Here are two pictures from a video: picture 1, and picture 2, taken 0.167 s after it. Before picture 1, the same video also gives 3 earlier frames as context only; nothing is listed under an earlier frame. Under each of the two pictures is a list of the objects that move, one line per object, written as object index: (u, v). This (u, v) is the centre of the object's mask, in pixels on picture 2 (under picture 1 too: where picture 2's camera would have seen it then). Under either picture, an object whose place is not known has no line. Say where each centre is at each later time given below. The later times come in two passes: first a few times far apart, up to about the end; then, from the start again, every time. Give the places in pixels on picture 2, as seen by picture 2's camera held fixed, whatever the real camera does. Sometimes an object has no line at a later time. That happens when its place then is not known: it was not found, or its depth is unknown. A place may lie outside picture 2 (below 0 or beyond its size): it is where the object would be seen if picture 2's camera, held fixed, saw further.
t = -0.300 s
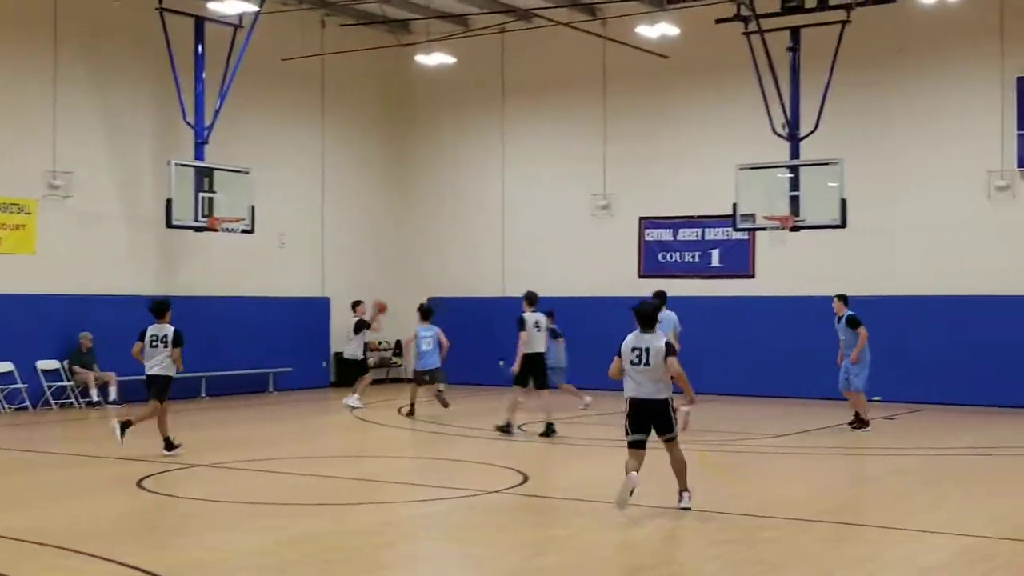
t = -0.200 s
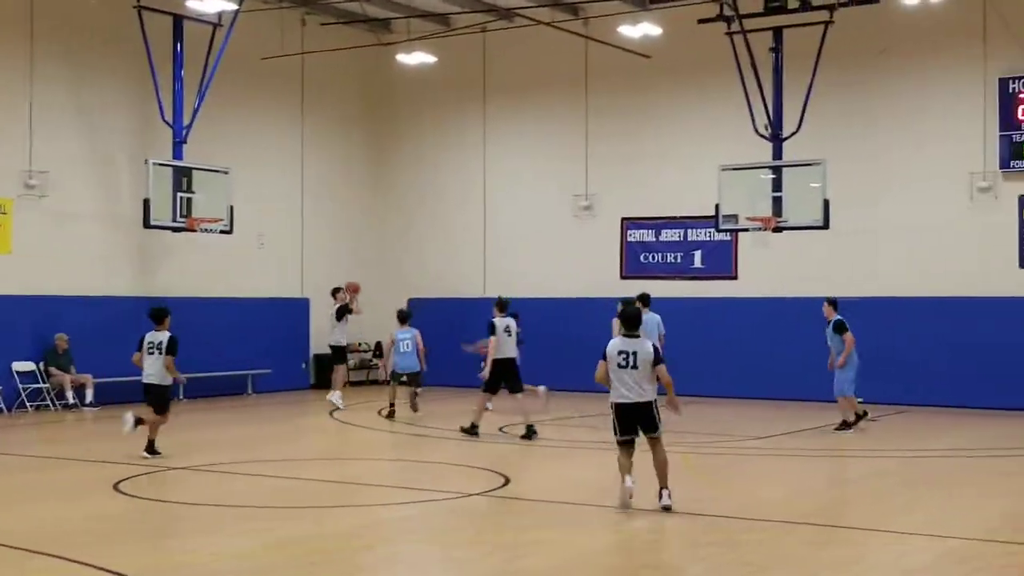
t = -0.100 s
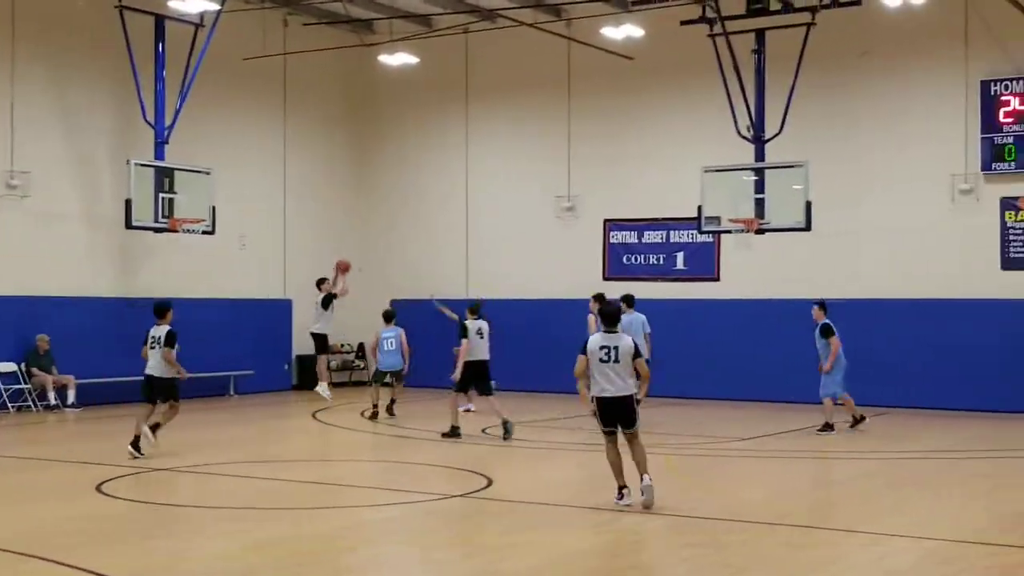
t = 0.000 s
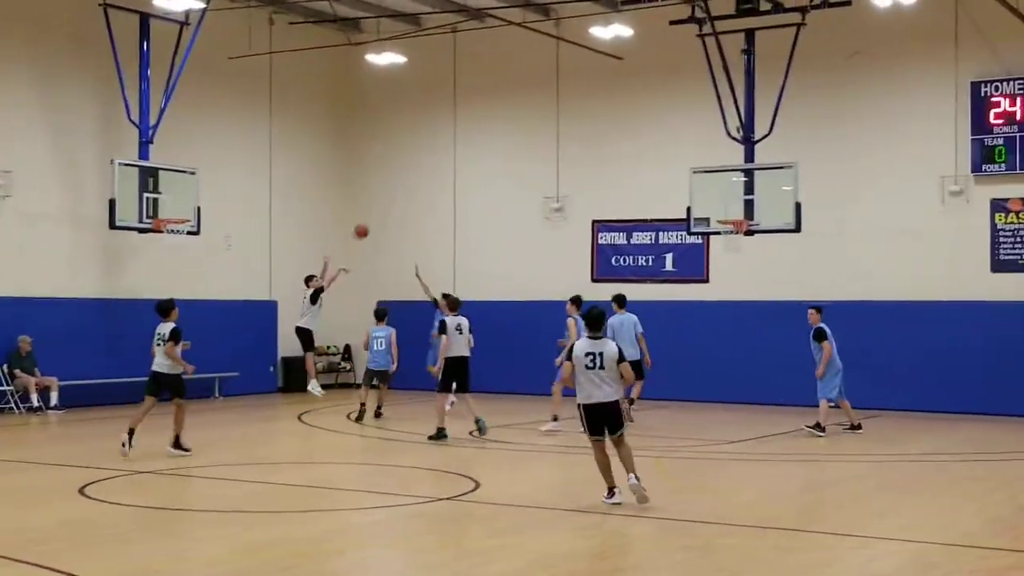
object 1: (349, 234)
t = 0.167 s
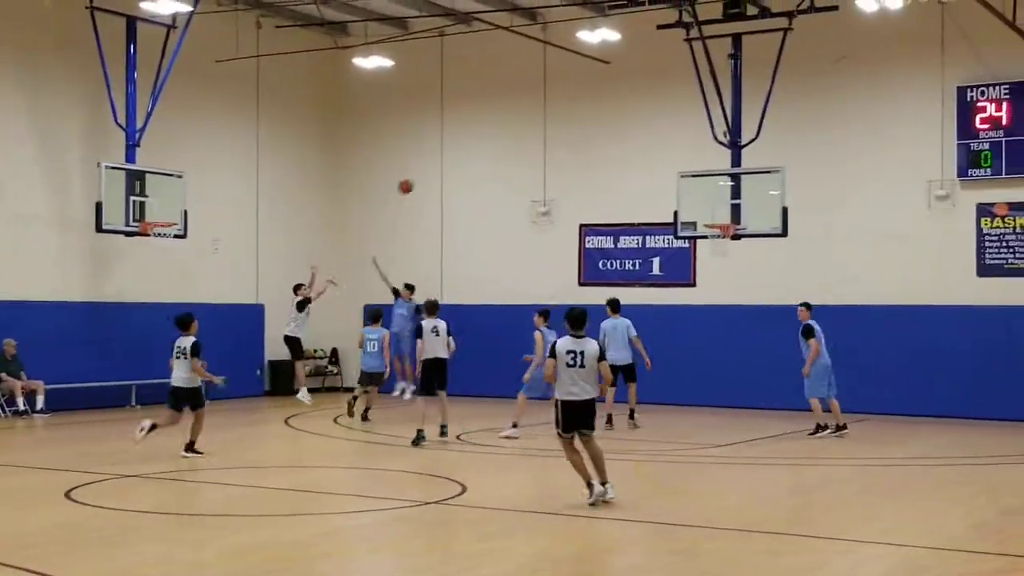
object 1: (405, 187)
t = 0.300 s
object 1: (450, 160)
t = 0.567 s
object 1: (538, 140)
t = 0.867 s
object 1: (633, 168)
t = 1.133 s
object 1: (702, 208)
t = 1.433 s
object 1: (703, 170)
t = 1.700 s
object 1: (703, 182)
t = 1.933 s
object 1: (703, 214)
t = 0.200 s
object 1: (416, 179)
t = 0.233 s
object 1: (427, 172)
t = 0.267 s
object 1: (438, 165)
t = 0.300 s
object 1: (450, 160)
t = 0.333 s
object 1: (461, 155)
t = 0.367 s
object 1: (472, 151)
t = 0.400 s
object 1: (484, 148)
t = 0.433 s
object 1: (495, 145)
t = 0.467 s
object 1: (506, 143)
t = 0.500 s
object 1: (516, 142)
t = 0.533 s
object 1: (527, 141)
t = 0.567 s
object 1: (538, 140)
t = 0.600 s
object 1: (549, 140)
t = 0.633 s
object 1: (559, 141)
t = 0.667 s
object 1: (570, 143)
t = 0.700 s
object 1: (580, 146)
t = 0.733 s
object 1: (591, 149)
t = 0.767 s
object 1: (602, 153)
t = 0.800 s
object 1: (612, 157)
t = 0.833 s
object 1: (623, 162)
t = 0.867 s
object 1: (633, 168)
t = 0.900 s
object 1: (644, 174)
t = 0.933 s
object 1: (654, 181)
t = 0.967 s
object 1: (665, 189)
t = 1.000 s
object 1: (675, 197)
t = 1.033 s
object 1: (687, 205)
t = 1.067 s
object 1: (697, 215)
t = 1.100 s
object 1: (702, 216)
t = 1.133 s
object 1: (702, 208)
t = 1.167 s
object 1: (702, 202)
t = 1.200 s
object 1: (702, 196)
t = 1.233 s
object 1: (702, 190)
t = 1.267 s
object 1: (702, 185)
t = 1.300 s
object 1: (702, 181)
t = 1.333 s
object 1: (702, 177)
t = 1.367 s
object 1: (702, 174)
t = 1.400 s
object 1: (703, 172)
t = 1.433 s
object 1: (703, 170)
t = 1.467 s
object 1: (703, 170)
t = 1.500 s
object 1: (703, 170)
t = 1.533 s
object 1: (703, 170)
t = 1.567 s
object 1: (703, 170)
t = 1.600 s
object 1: (703, 172)
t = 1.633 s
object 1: (703, 175)
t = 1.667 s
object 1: (703, 178)
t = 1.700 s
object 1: (703, 182)
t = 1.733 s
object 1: (703, 186)
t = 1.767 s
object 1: (703, 192)
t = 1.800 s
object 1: (703, 198)
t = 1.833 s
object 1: (703, 204)
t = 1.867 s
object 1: (704, 212)
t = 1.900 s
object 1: (704, 218)
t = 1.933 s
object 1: (703, 214)
